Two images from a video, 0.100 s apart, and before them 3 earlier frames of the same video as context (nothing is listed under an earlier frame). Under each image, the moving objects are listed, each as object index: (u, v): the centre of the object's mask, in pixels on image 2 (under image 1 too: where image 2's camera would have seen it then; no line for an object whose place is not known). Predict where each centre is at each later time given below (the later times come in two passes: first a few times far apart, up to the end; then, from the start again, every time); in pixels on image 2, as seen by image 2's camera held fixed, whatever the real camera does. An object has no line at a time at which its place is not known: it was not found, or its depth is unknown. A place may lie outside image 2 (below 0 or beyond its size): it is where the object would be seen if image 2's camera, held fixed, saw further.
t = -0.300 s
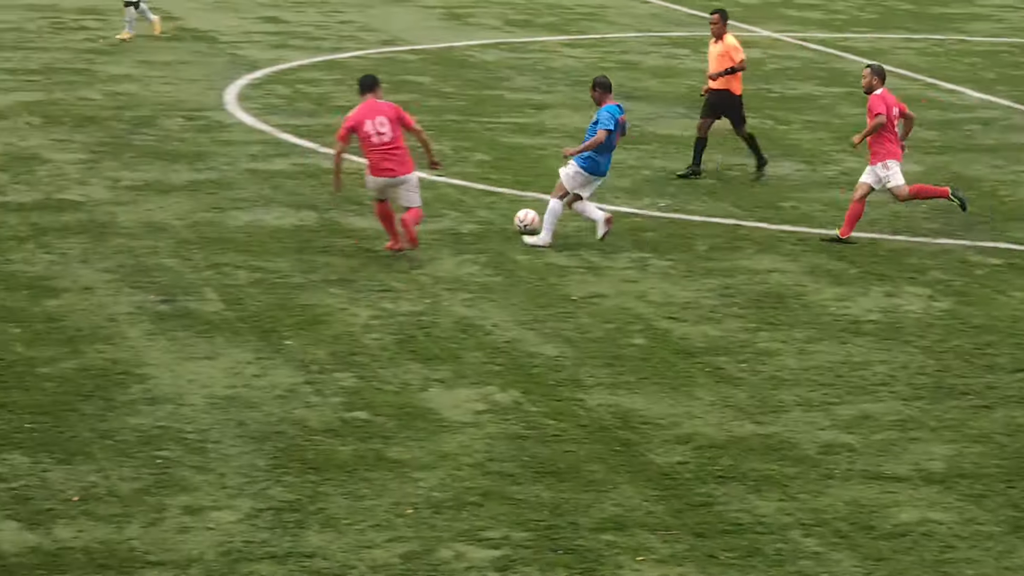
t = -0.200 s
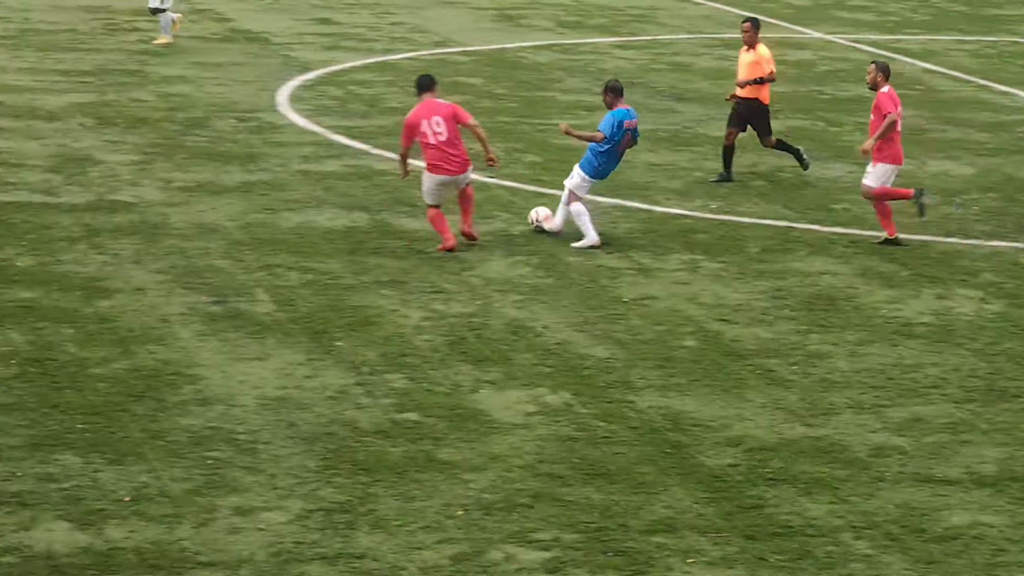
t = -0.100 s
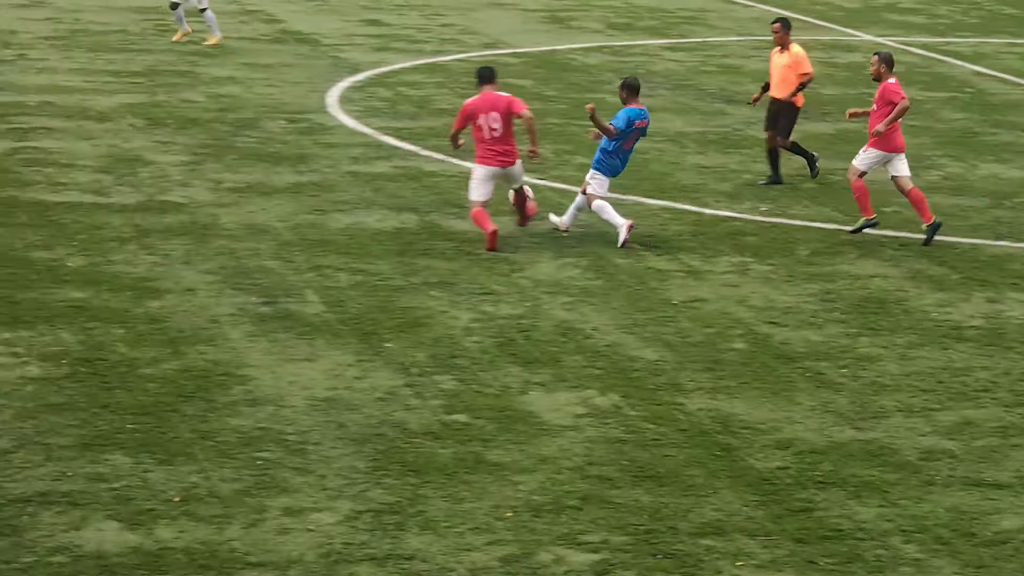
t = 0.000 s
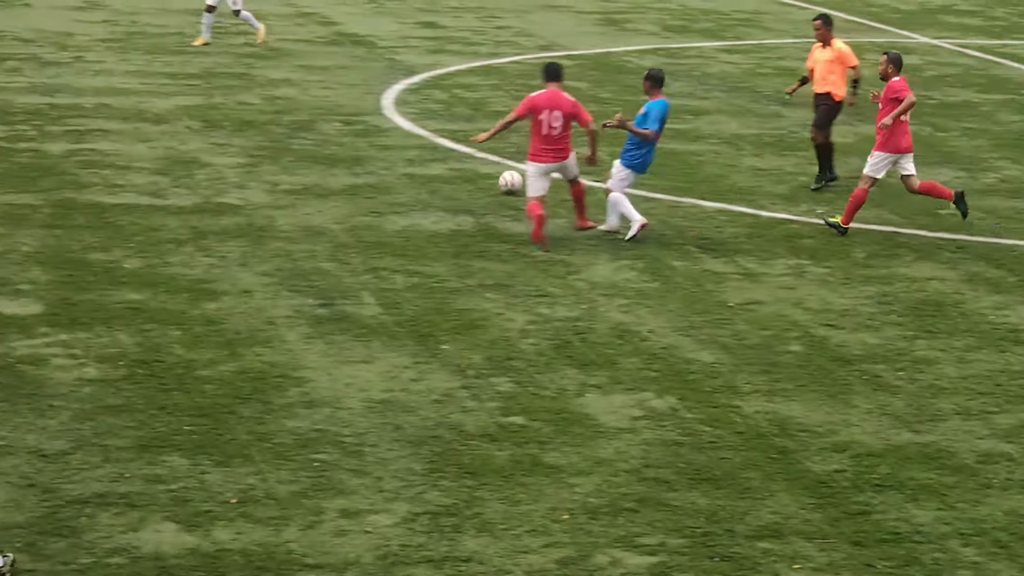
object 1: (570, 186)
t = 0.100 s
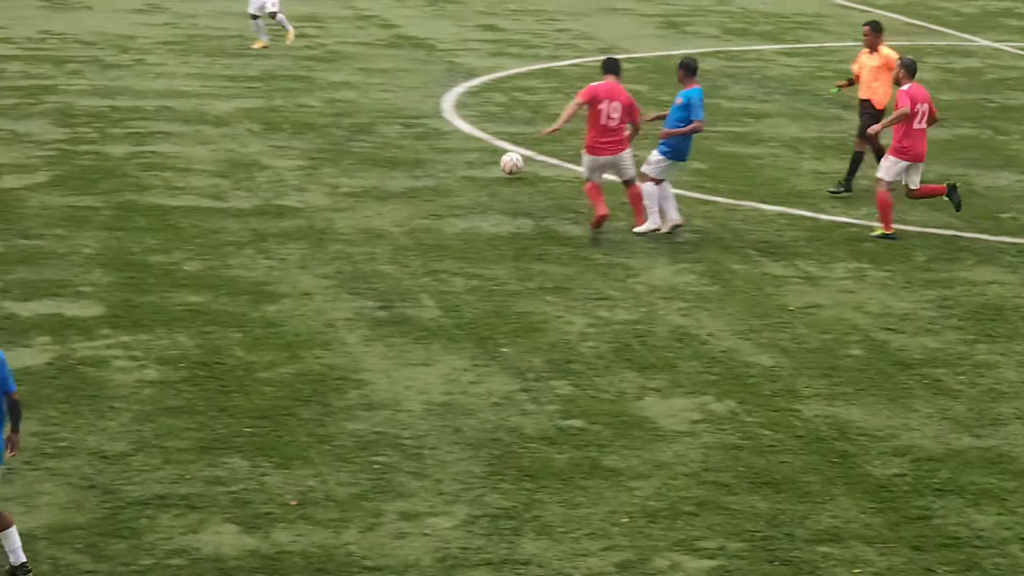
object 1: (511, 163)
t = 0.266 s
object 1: (427, 133)
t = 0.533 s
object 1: (318, 98)
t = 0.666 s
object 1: (269, 87)
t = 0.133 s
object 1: (493, 157)
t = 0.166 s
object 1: (475, 153)
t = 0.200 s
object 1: (459, 145)
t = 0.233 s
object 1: (443, 137)
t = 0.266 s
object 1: (427, 133)
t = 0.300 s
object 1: (412, 129)
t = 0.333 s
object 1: (396, 126)
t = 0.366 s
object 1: (383, 121)
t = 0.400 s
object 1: (369, 114)
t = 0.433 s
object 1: (355, 109)
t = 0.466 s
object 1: (343, 105)
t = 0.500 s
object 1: (330, 101)
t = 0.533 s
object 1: (318, 98)
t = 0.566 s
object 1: (306, 97)
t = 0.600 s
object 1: (293, 97)
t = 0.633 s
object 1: (282, 95)
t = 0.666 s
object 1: (269, 87)
